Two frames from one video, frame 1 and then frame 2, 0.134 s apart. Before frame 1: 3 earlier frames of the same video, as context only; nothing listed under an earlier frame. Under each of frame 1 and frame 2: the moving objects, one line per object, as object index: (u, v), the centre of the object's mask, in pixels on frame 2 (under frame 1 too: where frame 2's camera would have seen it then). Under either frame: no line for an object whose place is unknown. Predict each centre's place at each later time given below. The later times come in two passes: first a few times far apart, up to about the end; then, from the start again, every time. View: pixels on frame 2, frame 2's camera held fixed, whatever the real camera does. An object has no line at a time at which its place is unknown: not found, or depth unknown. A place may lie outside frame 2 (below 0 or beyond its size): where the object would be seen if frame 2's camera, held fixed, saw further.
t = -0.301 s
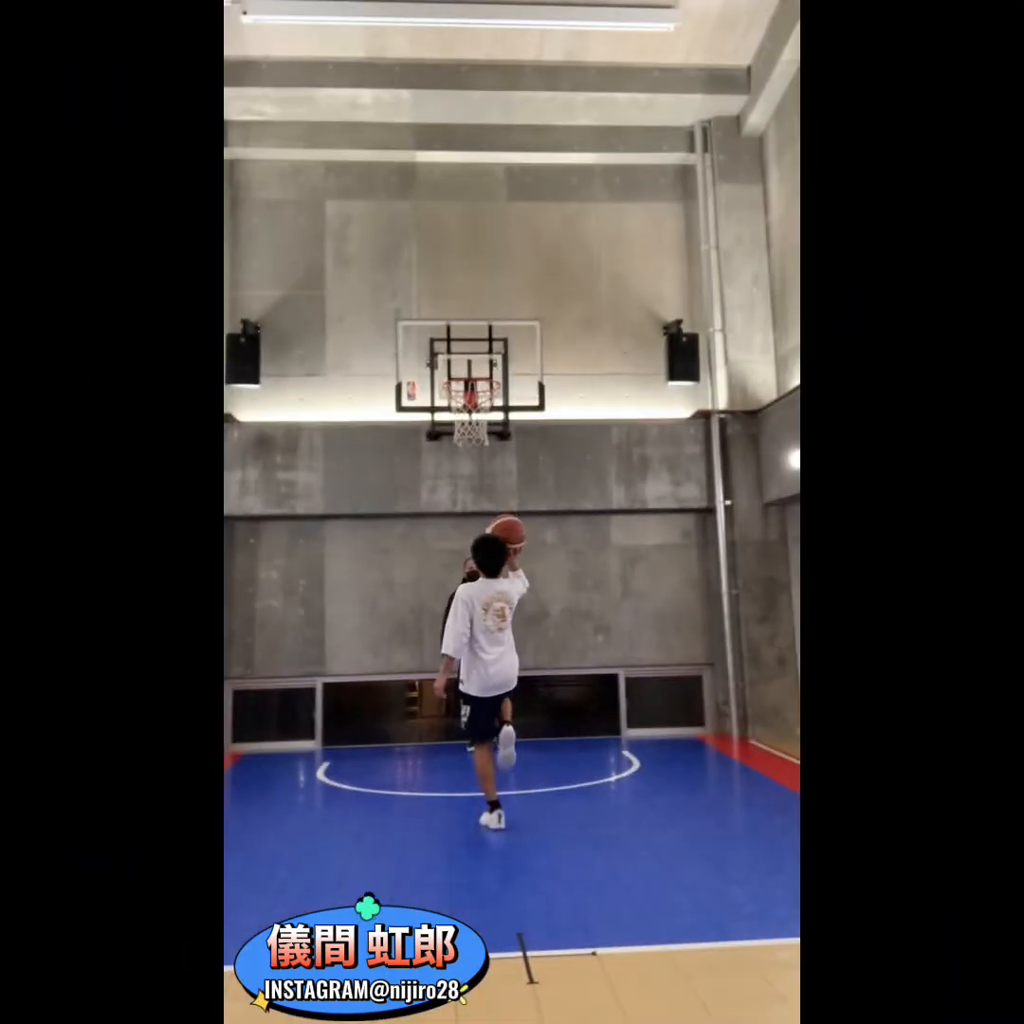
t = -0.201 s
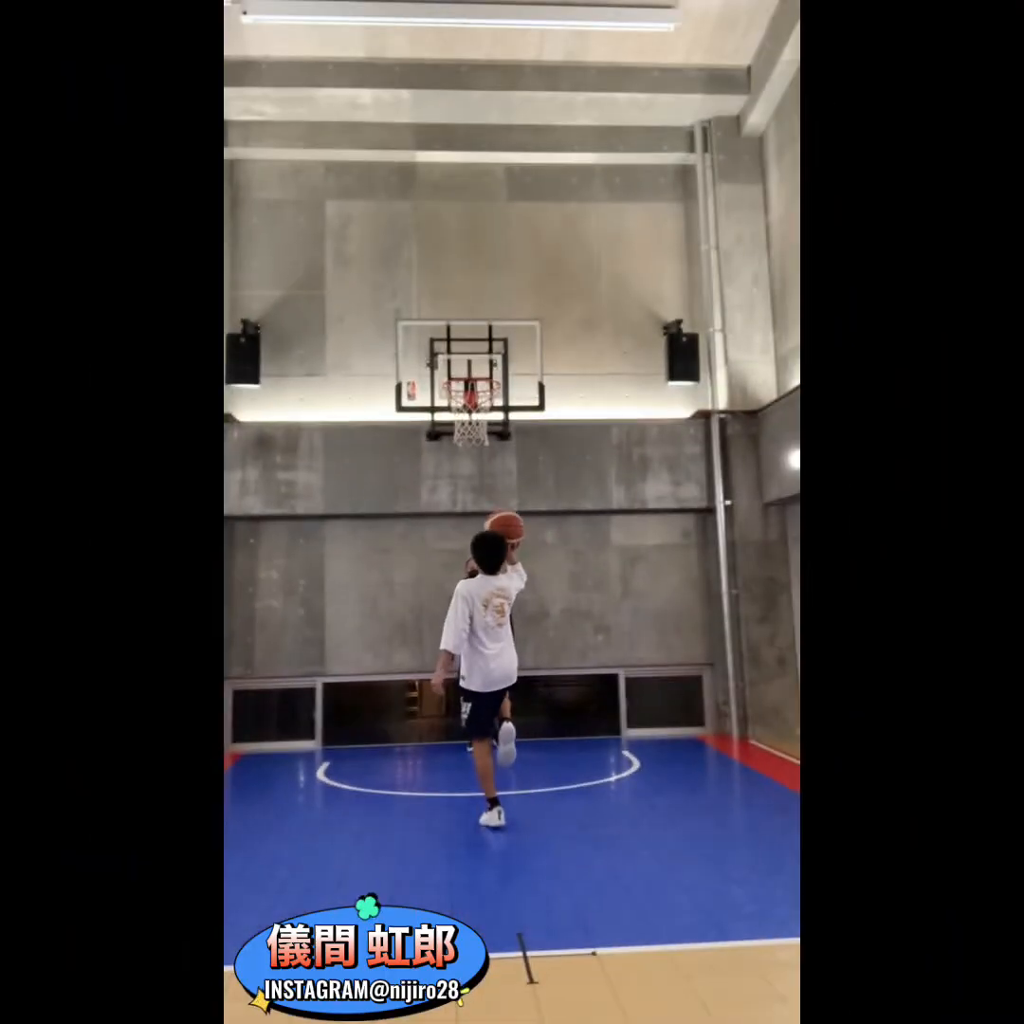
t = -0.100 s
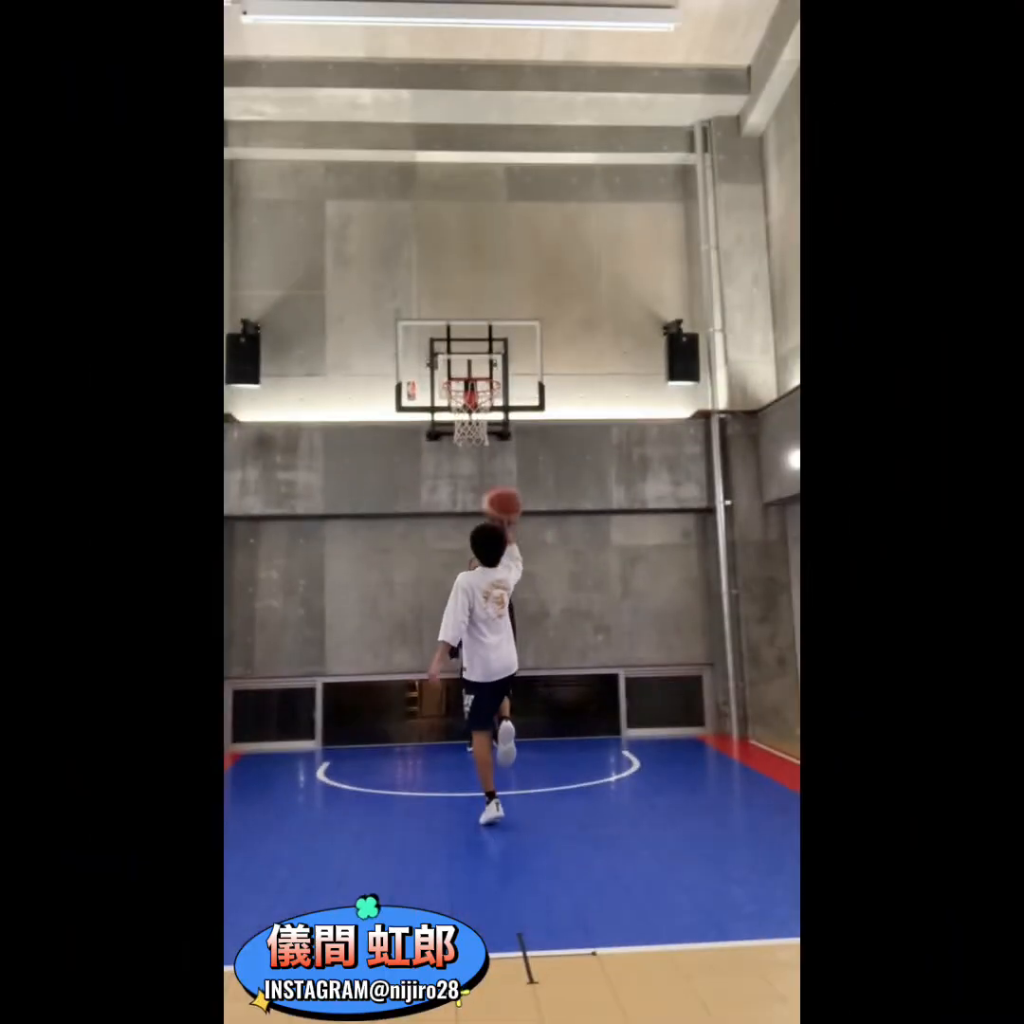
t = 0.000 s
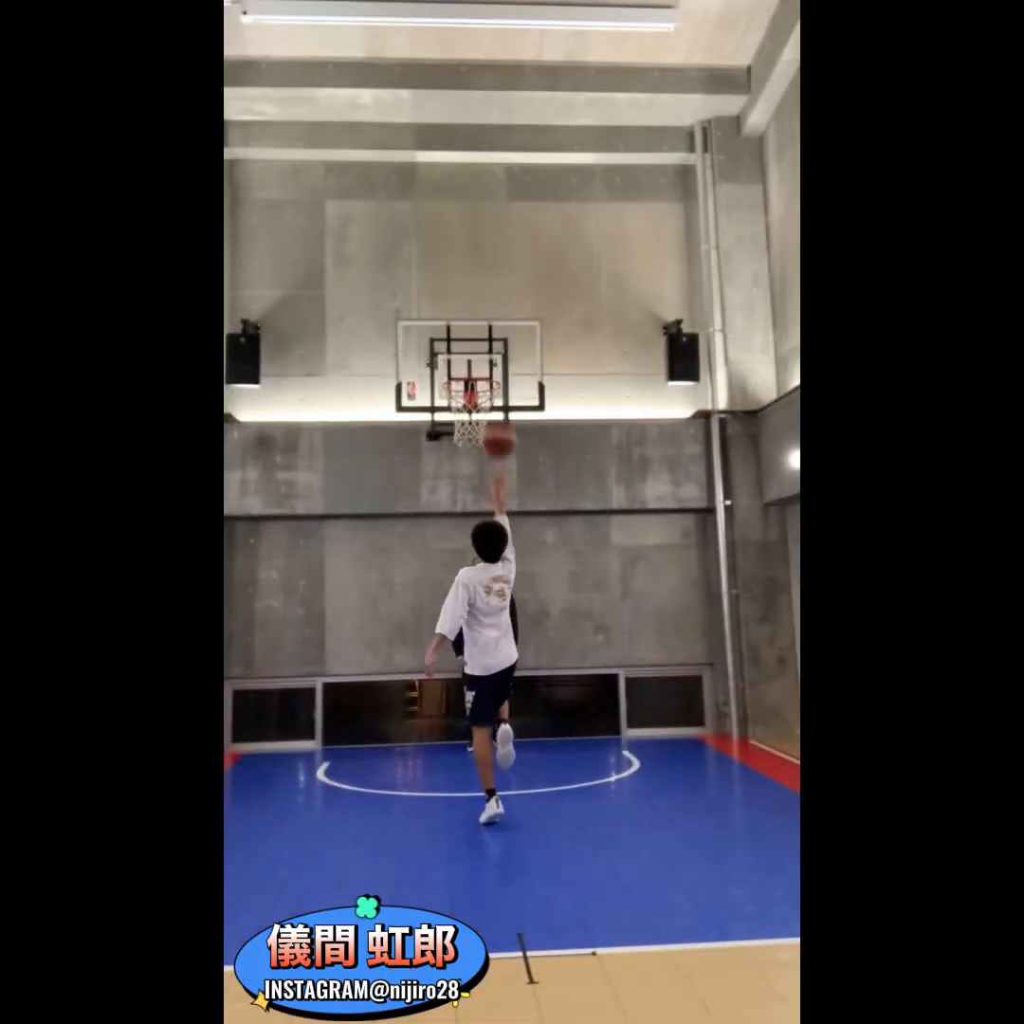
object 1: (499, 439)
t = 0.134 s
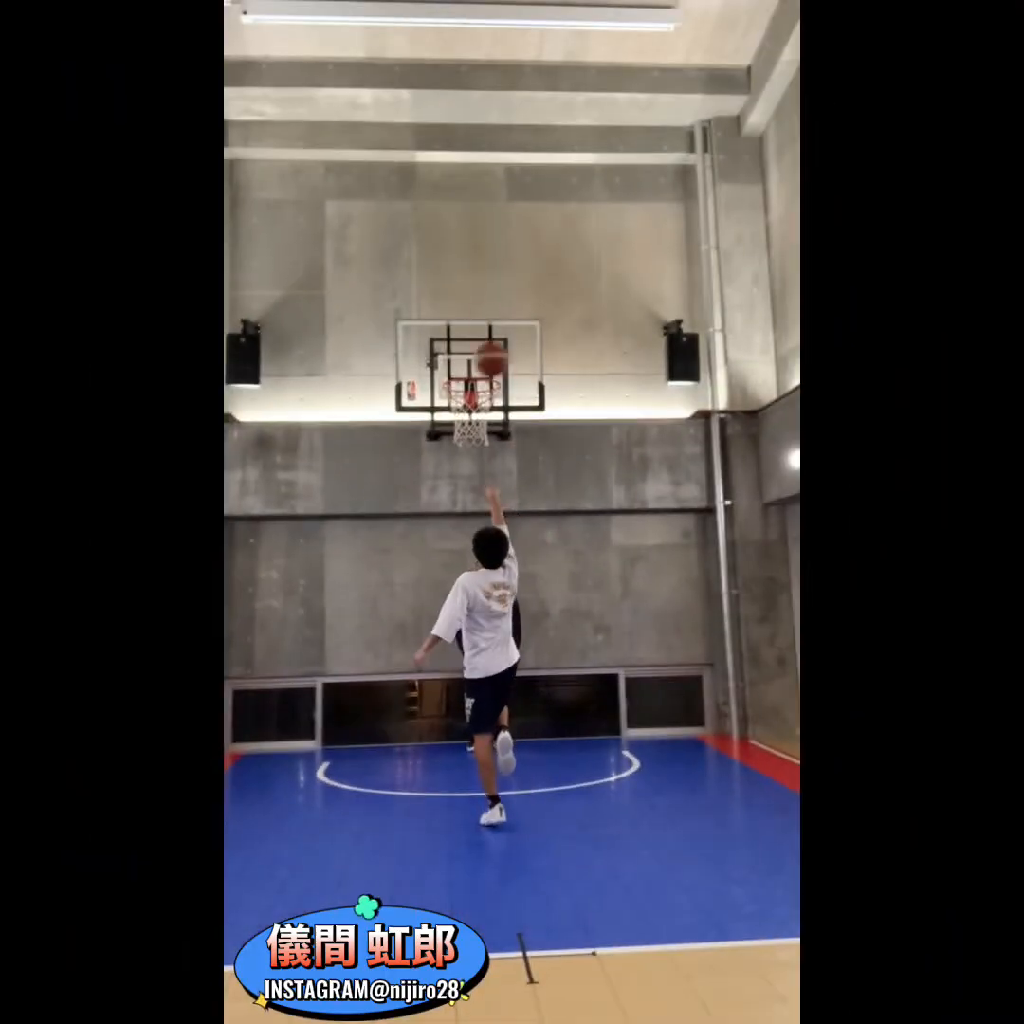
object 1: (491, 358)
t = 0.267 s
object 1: (486, 313)
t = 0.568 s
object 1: (480, 304)
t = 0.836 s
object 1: (479, 381)
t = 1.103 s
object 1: (470, 466)
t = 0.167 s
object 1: (491, 345)
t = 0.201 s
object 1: (489, 333)
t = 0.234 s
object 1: (487, 321)
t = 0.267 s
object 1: (486, 313)
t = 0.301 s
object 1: (485, 306)
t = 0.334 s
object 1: (485, 301)
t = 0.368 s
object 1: (483, 297)
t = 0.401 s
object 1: (483, 294)
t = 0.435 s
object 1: (483, 294)
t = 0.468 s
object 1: (482, 295)
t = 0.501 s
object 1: (481, 296)
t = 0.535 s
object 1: (481, 299)
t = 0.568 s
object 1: (480, 304)
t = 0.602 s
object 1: (480, 309)
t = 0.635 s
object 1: (479, 316)
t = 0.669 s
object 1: (479, 325)
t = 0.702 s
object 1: (479, 334)
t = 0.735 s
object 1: (478, 345)
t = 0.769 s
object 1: (477, 356)
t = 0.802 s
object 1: (478, 369)
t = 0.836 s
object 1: (479, 381)
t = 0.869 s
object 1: (481, 396)
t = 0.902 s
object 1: (475, 411)
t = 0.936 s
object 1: (476, 420)
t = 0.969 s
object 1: (475, 429)
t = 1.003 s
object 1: (473, 434)
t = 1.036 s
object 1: (473, 443)
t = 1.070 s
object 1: (472, 454)
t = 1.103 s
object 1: (470, 466)
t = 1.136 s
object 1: (470, 477)
